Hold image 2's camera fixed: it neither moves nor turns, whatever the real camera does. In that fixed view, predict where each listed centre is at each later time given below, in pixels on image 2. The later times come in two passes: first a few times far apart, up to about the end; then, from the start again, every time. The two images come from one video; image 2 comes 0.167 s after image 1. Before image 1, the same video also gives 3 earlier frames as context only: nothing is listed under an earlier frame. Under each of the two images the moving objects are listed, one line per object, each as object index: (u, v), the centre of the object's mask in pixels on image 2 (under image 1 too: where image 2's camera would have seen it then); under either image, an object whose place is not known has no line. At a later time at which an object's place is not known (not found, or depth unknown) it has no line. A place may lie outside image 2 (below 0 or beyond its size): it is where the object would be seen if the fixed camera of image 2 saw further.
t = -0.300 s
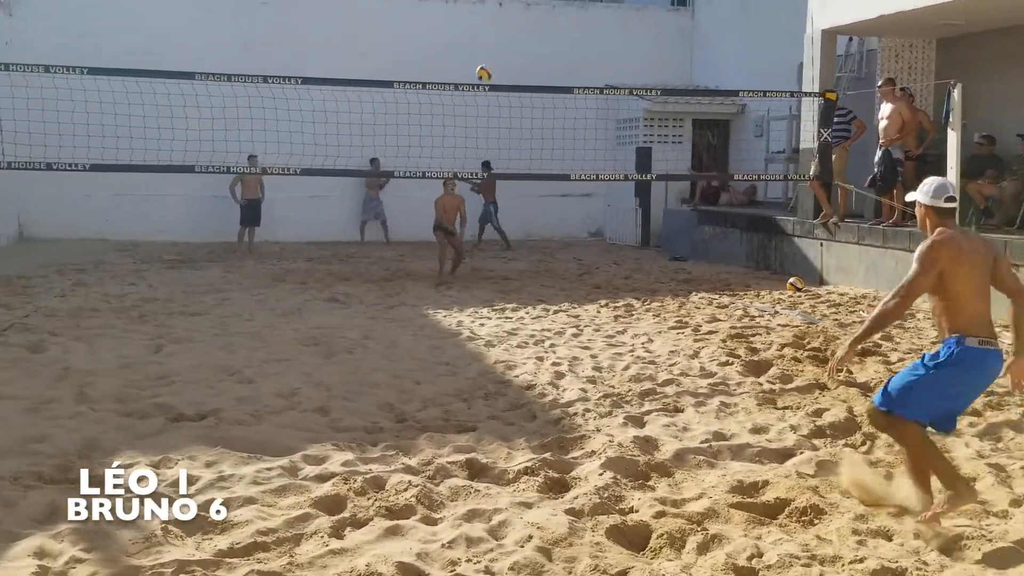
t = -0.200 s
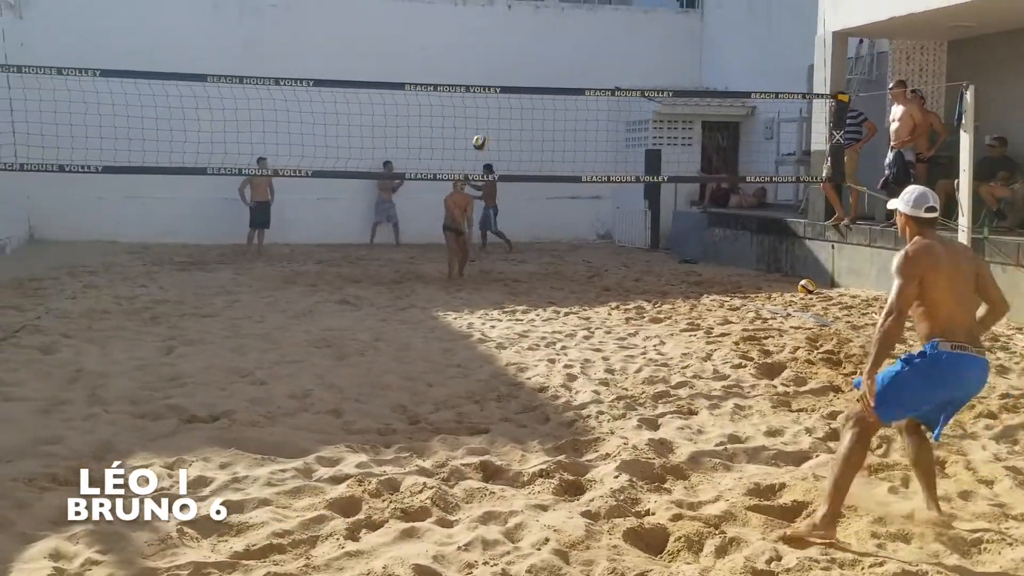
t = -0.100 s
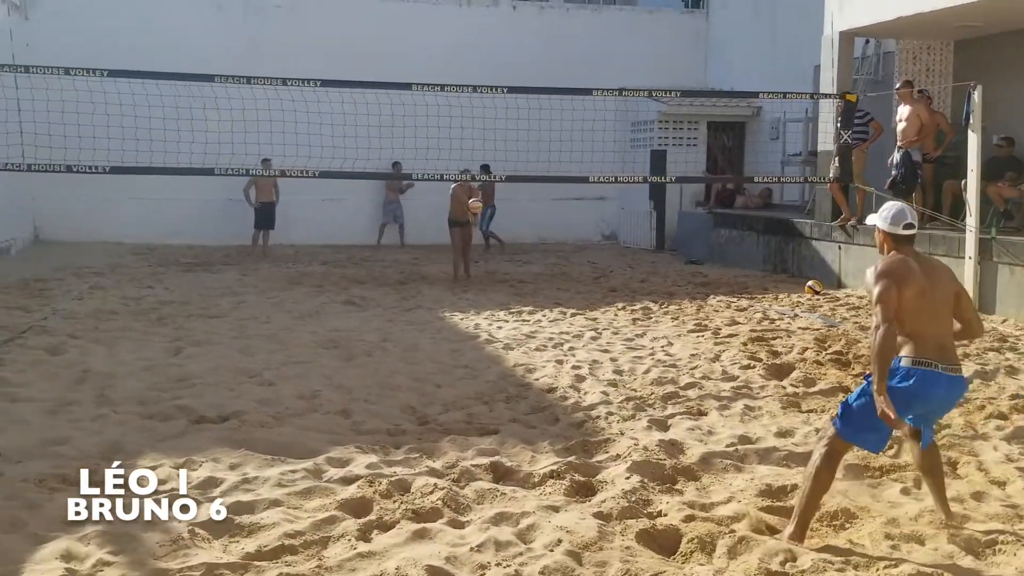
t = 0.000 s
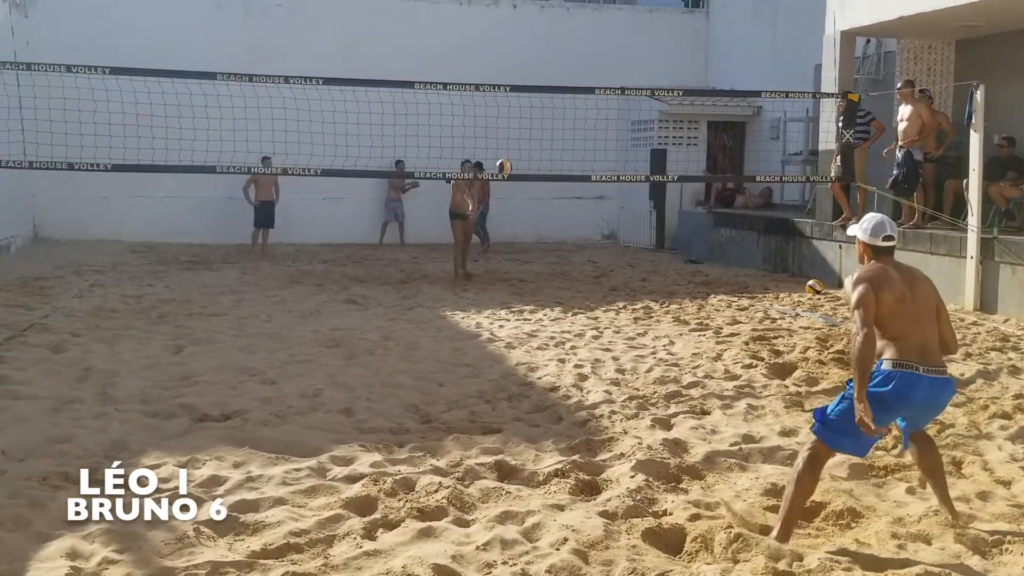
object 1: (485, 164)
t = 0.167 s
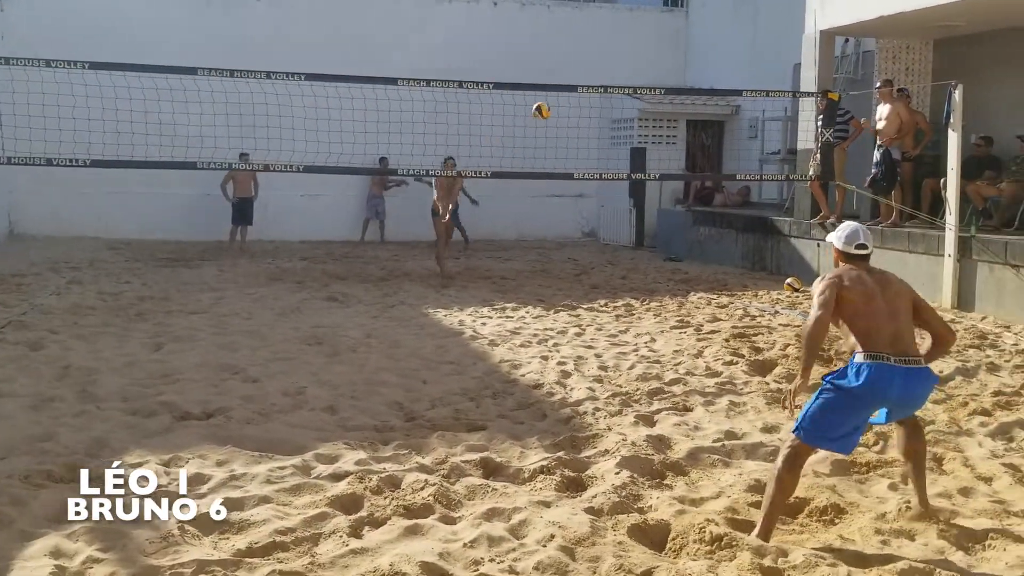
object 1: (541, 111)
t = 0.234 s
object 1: (567, 97)
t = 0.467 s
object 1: (678, 57)
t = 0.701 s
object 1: (836, 78)
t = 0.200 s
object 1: (554, 102)
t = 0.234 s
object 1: (567, 97)
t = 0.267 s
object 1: (581, 81)
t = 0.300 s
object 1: (596, 78)
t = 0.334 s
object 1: (611, 72)
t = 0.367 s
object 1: (627, 68)
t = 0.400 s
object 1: (643, 63)
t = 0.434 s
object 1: (660, 59)
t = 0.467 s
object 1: (678, 57)
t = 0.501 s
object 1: (698, 56)
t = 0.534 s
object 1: (718, 56)
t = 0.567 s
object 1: (739, 57)
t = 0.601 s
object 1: (761, 60)
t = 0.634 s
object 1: (784, 64)
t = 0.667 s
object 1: (809, 70)
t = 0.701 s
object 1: (836, 78)
